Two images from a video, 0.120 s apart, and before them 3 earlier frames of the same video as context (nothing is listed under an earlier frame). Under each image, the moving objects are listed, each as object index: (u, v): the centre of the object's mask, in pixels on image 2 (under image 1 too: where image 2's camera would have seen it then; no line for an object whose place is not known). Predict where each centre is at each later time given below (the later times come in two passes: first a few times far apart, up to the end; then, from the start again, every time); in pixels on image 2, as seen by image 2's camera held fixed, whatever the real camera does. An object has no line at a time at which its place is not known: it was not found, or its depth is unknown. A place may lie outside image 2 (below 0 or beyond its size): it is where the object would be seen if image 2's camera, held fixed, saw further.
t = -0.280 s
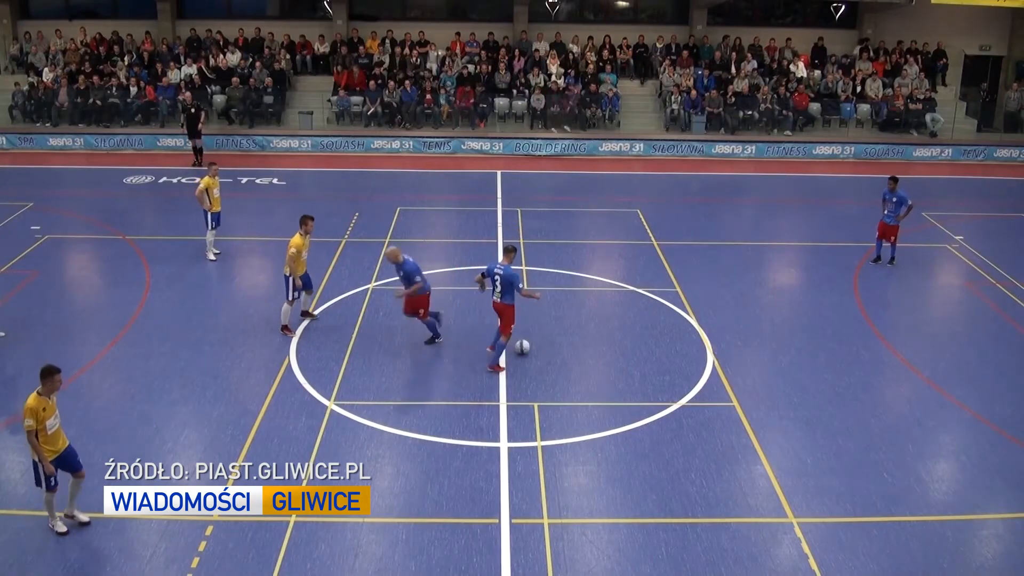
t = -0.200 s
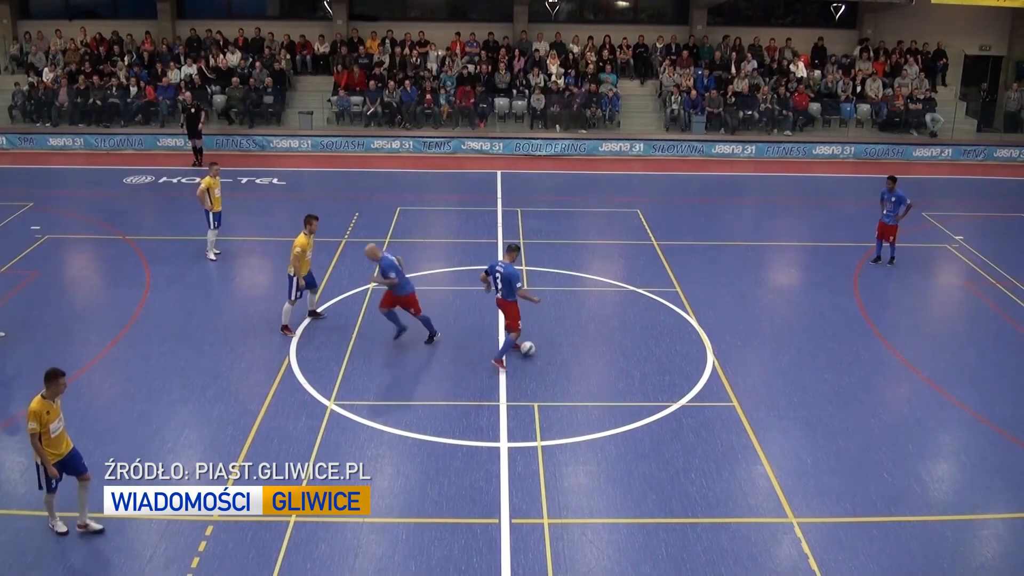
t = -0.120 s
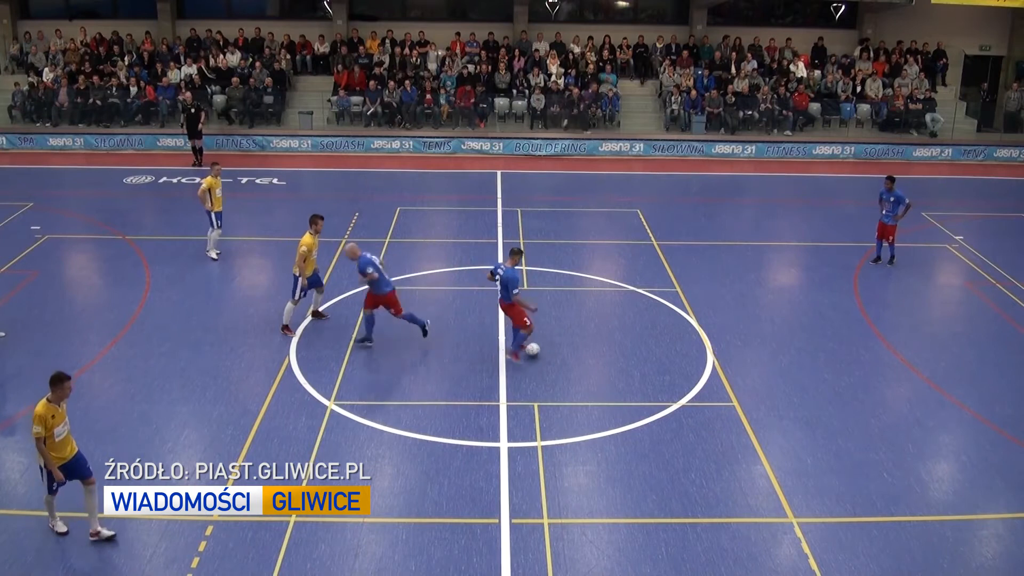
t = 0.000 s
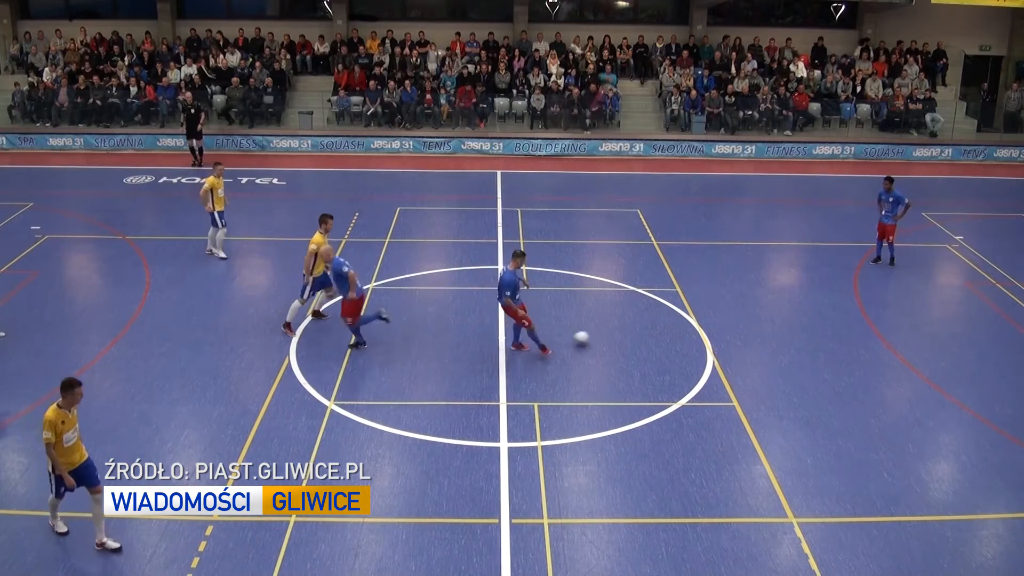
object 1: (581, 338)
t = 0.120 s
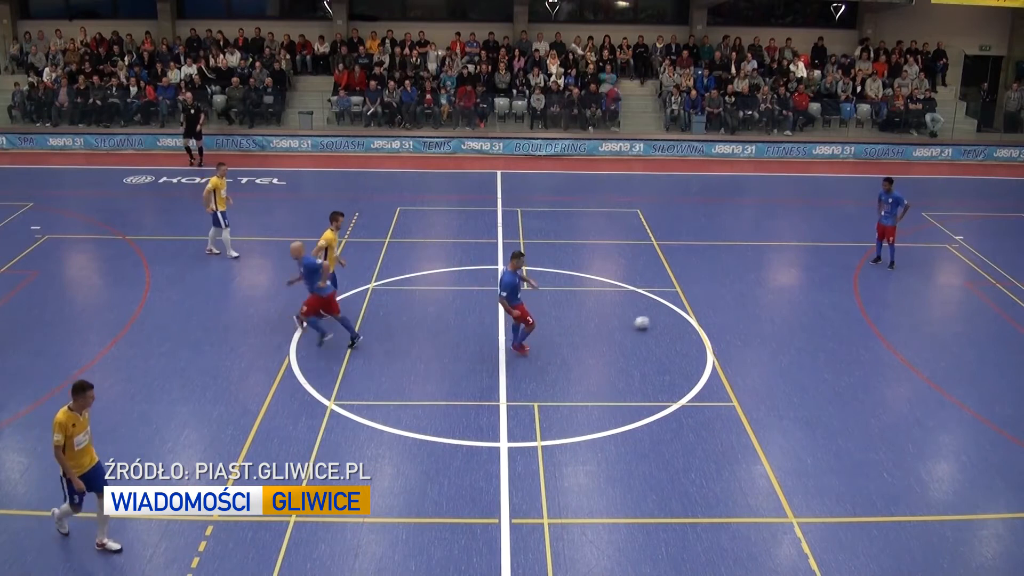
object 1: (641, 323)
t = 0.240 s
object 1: (693, 309)
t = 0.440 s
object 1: (762, 291)
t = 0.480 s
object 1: (774, 288)
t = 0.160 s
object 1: (659, 318)
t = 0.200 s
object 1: (676, 314)
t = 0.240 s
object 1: (693, 309)
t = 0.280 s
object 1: (708, 305)
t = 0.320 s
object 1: (723, 301)
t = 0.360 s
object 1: (736, 298)
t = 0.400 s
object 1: (749, 294)
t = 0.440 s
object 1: (762, 291)
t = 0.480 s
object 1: (774, 288)
